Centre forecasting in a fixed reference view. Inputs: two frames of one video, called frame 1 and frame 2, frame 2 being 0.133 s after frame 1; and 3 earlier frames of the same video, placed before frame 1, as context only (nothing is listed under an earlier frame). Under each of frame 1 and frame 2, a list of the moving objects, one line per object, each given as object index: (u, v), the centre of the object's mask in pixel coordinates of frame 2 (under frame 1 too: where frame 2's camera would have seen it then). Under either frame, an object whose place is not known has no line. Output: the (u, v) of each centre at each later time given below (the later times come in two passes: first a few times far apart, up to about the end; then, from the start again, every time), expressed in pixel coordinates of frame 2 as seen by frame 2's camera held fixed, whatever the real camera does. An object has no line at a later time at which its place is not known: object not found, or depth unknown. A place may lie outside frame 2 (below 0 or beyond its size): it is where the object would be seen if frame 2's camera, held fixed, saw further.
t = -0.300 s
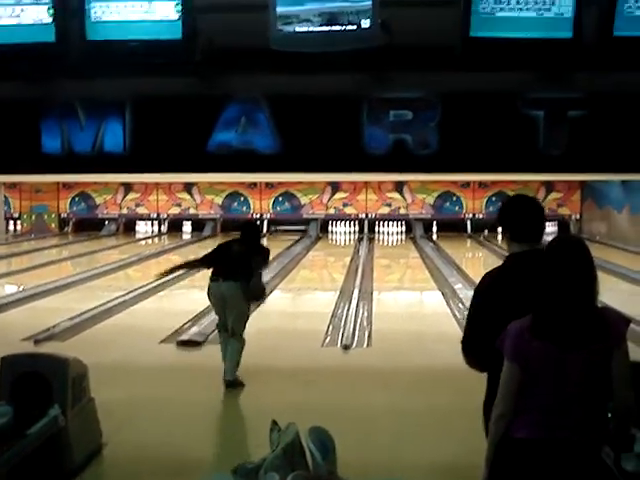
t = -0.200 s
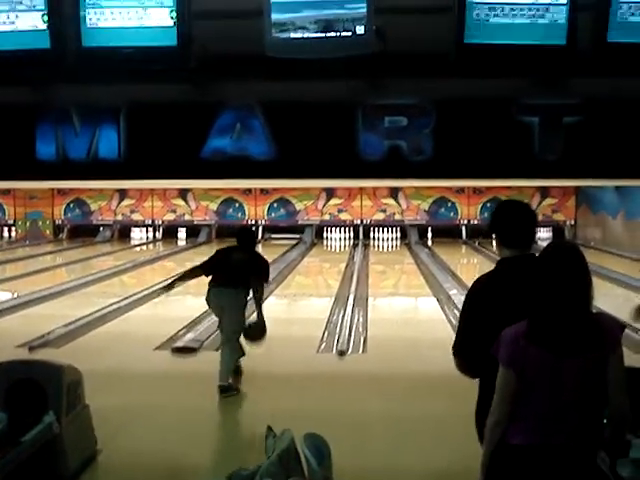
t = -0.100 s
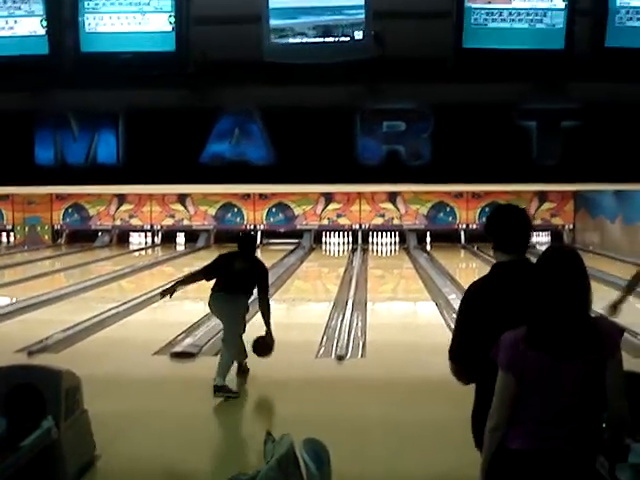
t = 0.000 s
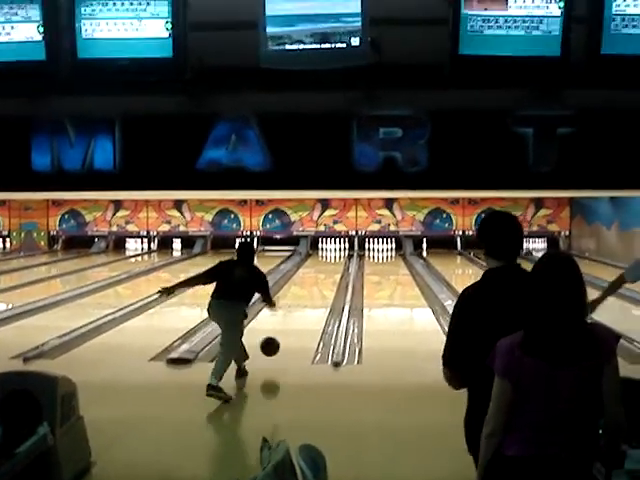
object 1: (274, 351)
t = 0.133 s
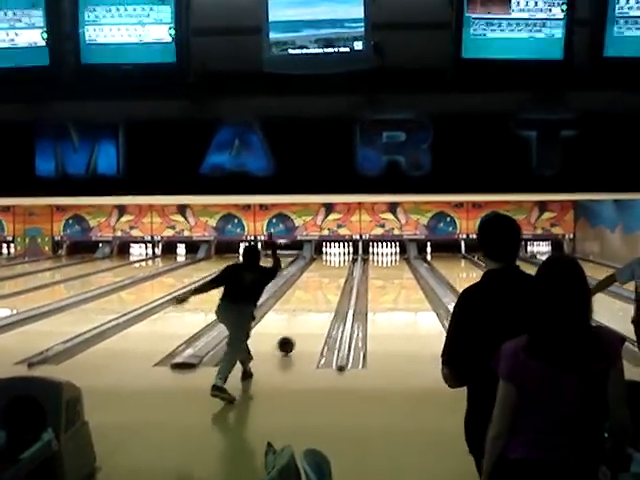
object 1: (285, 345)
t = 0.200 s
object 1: (290, 337)
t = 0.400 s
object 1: (302, 320)
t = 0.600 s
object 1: (311, 306)
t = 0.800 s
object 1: (318, 296)
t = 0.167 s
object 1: (288, 341)
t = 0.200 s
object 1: (290, 337)
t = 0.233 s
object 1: (293, 334)
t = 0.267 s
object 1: (295, 331)
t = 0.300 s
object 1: (297, 328)
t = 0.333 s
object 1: (299, 325)
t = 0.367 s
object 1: (300, 323)
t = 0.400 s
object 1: (302, 320)
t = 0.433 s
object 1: (304, 318)
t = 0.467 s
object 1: (305, 315)
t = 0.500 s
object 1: (307, 313)
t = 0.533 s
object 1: (308, 310)
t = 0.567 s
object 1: (310, 308)
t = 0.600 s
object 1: (311, 306)
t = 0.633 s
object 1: (312, 304)
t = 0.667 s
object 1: (314, 303)
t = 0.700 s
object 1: (315, 301)
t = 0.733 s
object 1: (316, 299)
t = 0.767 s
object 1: (317, 298)
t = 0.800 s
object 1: (318, 296)
